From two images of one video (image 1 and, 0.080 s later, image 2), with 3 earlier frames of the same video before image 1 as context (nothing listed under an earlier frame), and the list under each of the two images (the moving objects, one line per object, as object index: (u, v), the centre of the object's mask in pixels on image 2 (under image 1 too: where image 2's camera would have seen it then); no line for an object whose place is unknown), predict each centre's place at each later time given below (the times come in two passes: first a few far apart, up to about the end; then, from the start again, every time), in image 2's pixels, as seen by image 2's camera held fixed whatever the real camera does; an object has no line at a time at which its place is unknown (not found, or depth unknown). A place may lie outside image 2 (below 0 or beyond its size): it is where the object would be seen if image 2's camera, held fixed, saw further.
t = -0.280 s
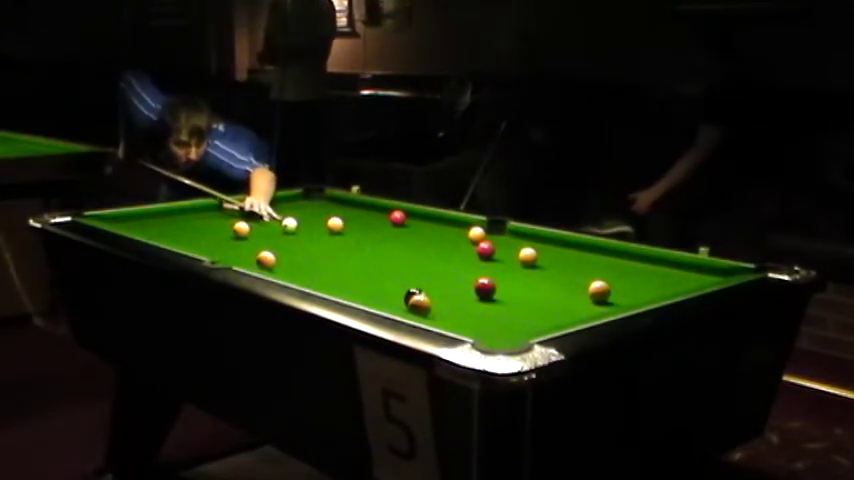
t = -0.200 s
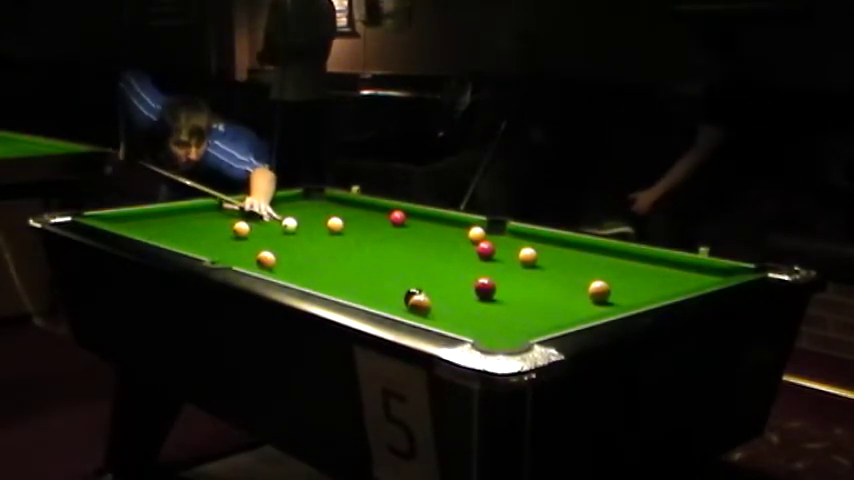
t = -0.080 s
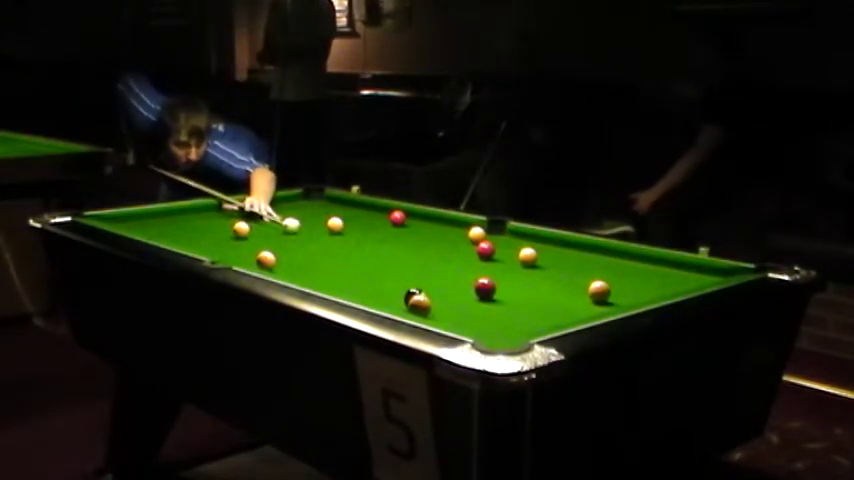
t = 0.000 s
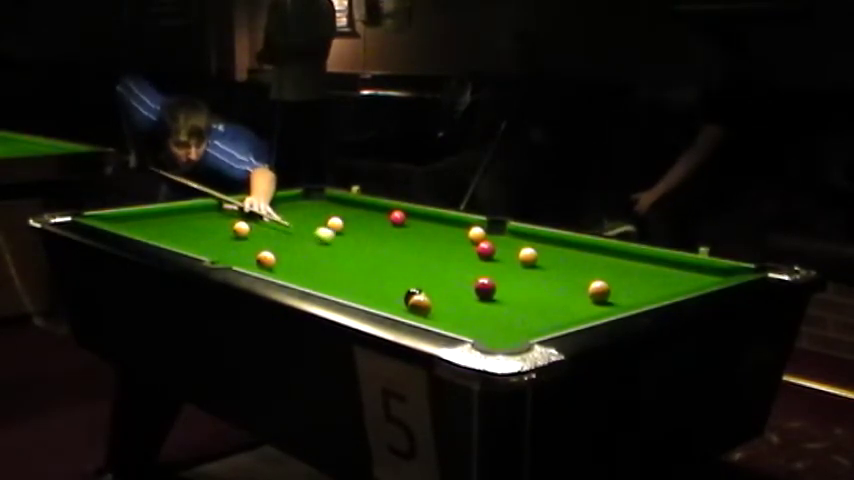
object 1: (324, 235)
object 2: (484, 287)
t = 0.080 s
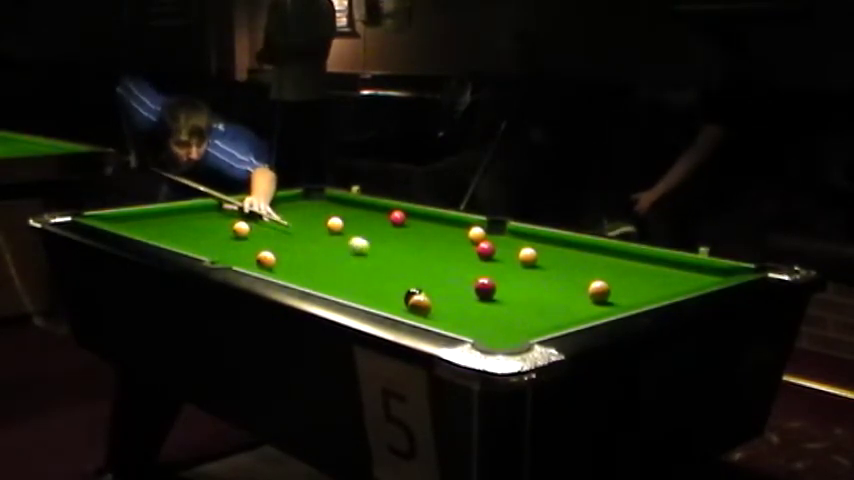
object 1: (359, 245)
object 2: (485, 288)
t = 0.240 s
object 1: (427, 265)
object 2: (484, 287)
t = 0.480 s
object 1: (545, 285)
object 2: (486, 302)
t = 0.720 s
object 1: (596, 284)
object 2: (491, 329)
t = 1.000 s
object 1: (628, 279)
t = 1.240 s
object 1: (650, 276)
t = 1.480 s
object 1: (670, 272)
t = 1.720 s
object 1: (688, 268)
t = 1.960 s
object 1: (698, 267)
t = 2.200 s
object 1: (692, 270)
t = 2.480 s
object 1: (684, 272)
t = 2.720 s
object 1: (680, 274)
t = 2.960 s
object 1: (677, 275)
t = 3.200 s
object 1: (675, 276)
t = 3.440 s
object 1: (674, 277)
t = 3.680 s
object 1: (674, 278)
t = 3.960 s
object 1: (674, 278)
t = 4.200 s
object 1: (673, 277)
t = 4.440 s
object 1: (674, 278)
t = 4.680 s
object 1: (674, 278)
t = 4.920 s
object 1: (674, 278)
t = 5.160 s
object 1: (673, 277)
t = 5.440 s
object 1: (674, 278)
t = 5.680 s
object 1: (674, 278)
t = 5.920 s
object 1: (673, 277)
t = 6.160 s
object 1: (673, 277)
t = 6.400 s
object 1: (673, 277)
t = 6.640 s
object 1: (674, 278)
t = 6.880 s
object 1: (674, 278)
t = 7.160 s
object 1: (674, 278)
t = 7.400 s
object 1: (674, 278)
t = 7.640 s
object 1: (674, 278)
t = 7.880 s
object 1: (674, 278)
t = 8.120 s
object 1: (674, 278)
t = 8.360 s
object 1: (674, 278)
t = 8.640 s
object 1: (673, 277)
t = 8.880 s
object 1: (673, 277)
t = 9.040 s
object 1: (673, 277)
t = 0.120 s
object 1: (376, 250)
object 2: (484, 287)
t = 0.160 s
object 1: (393, 255)
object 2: (484, 287)
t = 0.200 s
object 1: (410, 260)
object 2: (484, 288)
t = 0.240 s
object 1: (427, 265)
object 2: (484, 287)
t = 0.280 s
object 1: (446, 270)
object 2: (484, 288)
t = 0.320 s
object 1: (465, 277)
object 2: (484, 287)
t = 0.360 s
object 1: (484, 277)
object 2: (484, 288)
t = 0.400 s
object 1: (505, 283)
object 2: (485, 293)
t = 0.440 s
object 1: (525, 284)
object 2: (486, 298)
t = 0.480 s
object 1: (545, 285)
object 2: (486, 302)
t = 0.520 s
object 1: (565, 286)
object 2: (487, 307)
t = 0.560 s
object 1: (580, 287)
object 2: (488, 311)
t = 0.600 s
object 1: (583, 287)
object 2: (488, 316)
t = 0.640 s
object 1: (587, 286)
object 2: (489, 320)
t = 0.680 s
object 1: (591, 285)
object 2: (490, 325)
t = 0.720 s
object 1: (596, 284)
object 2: (491, 329)
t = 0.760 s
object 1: (601, 284)
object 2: (491, 334)
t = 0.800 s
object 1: (605, 283)
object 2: (492, 336)
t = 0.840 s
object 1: (610, 282)
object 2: (493, 339)
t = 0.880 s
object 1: (613, 281)
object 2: (496, 344)
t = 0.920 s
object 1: (616, 277)
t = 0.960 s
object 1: (623, 276)
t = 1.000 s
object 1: (628, 279)
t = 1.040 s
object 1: (631, 279)
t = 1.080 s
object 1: (635, 279)
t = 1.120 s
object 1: (639, 277)
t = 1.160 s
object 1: (643, 277)
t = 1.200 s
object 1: (646, 276)
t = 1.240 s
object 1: (650, 276)
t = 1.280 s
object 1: (653, 275)
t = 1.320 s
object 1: (657, 275)
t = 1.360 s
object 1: (660, 274)
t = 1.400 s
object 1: (663, 273)
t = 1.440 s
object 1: (667, 273)
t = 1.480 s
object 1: (670, 272)
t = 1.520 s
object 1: (673, 272)
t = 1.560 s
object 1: (677, 271)
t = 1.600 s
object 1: (680, 271)
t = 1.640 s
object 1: (683, 270)
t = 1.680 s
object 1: (685, 269)
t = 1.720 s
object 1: (688, 268)
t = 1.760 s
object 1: (690, 268)
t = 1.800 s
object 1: (693, 267)
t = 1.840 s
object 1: (696, 267)
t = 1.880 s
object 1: (699, 267)
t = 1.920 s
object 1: (698, 267)
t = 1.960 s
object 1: (698, 267)
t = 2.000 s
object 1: (696, 268)
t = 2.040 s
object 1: (695, 268)
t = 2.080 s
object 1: (694, 268)
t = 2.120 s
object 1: (694, 269)
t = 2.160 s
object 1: (692, 269)
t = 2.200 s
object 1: (692, 270)
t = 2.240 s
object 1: (690, 270)
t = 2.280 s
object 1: (689, 270)
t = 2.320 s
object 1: (688, 271)
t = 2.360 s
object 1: (687, 271)
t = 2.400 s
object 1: (686, 271)
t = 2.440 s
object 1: (685, 272)
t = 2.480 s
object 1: (684, 272)
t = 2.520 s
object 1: (684, 272)
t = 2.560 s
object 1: (682, 272)
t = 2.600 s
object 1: (683, 273)
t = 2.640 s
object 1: (682, 273)
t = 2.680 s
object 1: (681, 274)
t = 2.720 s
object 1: (680, 274)
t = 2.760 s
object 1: (680, 274)
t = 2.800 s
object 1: (679, 274)
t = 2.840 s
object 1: (679, 275)
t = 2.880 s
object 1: (678, 275)
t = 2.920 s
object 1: (677, 275)
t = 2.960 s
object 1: (677, 275)
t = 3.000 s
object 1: (677, 275)
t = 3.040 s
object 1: (676, 275)
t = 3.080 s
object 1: (676, 276)
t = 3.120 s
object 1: (675, 276)
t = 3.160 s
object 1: (675, 276)
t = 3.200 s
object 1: (675, 276)
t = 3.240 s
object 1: (675, 277)
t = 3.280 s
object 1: (674, 277)
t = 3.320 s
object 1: (675, 277)
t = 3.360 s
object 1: (674, 277)
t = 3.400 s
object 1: (674, 277)
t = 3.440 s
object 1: (674, 277)
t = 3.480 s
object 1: (674, 277)
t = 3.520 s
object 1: (674, 278)
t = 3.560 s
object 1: (674, 278)
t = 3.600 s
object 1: (674, 278)
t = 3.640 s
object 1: (674, 278)
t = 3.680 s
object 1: (674, 278)
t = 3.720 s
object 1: (674, 278)
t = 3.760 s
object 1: (674, 277)
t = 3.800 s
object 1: (673, 277)
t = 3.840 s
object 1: (674, 278)
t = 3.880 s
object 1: (674, 278)
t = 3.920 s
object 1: (674, 278)
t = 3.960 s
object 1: (674, 278)
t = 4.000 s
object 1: (674, 278)
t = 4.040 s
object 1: (674, 278)
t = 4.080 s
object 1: (674, 278)
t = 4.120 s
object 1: (674, 278)
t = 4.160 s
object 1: (674, 278)
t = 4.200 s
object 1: (673, 277)
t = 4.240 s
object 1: (673, 277)
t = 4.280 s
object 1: (674, 278)
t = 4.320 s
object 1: (674, 278)
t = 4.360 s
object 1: (674, 278)
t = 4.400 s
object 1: (674, 278)
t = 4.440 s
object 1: (674, 278)
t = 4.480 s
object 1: (674, 278)
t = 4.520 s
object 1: (674, 278)
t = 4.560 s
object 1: (674, 278)
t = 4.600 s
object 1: (674, 278)
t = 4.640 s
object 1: (674, 278)
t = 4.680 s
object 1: (674, 278)
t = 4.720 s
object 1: (674, 278)
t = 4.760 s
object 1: (674, 278)
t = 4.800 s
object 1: (674, 278)
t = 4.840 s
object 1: (674, 278)
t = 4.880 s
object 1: (674, 278)
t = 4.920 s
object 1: (674, 278)
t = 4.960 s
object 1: (674, 278)
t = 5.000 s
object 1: (674, 278)
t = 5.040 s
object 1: (674, 278)
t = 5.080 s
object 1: (674, 278)
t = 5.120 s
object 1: (674, 278)
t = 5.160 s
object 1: (673, 277)
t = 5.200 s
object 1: (673, 277)
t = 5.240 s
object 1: (674, 278)
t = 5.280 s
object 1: (673, 277)
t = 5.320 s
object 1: (673, 277)
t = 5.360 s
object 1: (673, 277)
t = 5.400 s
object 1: (673, 277)
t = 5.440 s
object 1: (674, 278)
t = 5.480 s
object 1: (673, 277)
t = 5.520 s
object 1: (674, 278)
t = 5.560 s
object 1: (674, 278)
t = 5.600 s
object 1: (673, 277)
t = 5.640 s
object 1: (673, 277)
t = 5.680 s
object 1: (674, 278)
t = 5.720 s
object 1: (673, 277)
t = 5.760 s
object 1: (674, 277)
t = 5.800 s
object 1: (673, 277)
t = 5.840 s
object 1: (673, 277)
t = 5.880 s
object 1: (673, 277)
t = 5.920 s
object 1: (673, 277)
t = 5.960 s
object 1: (674, 277)
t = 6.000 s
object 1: (673, 277)
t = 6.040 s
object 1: (673, 277)
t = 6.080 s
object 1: (673, 277)
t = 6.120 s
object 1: (673, 277)
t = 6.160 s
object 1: (673, 277)
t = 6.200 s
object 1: (673, 277)
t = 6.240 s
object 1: (673, 277)
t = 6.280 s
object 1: (674, 277)
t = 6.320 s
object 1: (673, 277)
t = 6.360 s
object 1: (673, 277)
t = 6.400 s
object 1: (673, 277)
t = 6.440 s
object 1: (674, 277)
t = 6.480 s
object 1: (673, 277)
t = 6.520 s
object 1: (673, 277)
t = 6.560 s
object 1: (673, 278)
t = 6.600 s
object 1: (674, 278)
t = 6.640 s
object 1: (674, 278)
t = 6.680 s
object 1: (674, 278)
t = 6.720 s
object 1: (674, 278)
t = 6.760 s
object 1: (674, 278)
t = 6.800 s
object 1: (674, 278)
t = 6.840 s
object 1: (674, 278)
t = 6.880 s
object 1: (674, 278)
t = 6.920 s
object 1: (674, 278)
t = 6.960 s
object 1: (674, 278)
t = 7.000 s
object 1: (674, 278)
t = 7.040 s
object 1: (674, 278)
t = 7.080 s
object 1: (674, 278)
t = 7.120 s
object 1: (674, 278)
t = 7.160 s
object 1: (674, 278)
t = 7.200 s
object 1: (674, 278)
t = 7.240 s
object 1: (674, 278)
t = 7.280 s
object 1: (674, 278)
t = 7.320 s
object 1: (674, 278)
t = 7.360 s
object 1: (674, 278)
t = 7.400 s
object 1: (674, 278)
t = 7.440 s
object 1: (674, 278)
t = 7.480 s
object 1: (674, 278)
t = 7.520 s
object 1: (673, 278)
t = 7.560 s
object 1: (674, 278)
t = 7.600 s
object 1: (673, 278)
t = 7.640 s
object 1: (674, 278)
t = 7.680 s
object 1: (674, 278)
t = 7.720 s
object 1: (674, 278)
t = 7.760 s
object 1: (674, 278)
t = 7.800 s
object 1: (674, 278)
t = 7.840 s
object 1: (674, 278)
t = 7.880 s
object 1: (674, 278)
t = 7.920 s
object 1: (674, 278)
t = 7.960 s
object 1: (674, 278)
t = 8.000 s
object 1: (674, 278)
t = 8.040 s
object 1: (674, 278)
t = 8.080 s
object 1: (674, 278)
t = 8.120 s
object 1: (674, 278)
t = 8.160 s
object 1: (674, 278)
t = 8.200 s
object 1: (674, 278)
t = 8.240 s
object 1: (674, 278)
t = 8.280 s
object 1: (674, 278)
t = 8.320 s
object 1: (674, 278)
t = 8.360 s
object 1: (674, 278)
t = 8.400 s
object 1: (674, 278)
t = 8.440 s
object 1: (673, 278)
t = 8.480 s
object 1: (674, 278)
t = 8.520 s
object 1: (674, 278)
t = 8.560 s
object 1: (673, 278)
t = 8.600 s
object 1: (673, 277)
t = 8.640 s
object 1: (673, 277)
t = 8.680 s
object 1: (673, 277)
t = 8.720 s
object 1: (673, 277)
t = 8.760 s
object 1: (673, 277)
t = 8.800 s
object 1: (673, 277)
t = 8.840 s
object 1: (673, 277)
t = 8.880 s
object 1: (673, 277)
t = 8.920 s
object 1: (673, 277)
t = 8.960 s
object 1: (673, 277)
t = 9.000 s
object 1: (673, 278)
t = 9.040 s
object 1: (673, 277)
